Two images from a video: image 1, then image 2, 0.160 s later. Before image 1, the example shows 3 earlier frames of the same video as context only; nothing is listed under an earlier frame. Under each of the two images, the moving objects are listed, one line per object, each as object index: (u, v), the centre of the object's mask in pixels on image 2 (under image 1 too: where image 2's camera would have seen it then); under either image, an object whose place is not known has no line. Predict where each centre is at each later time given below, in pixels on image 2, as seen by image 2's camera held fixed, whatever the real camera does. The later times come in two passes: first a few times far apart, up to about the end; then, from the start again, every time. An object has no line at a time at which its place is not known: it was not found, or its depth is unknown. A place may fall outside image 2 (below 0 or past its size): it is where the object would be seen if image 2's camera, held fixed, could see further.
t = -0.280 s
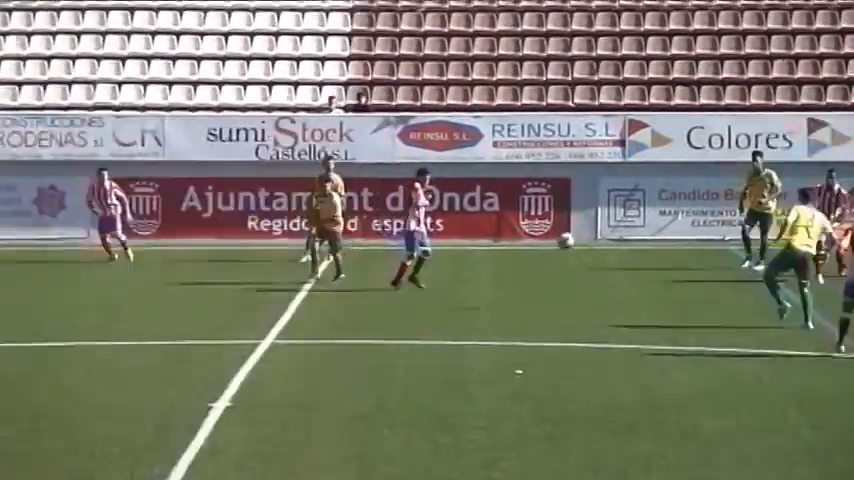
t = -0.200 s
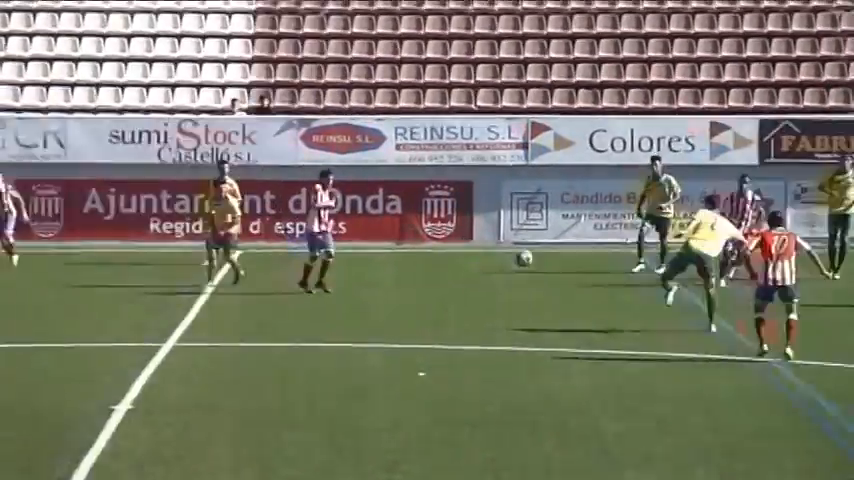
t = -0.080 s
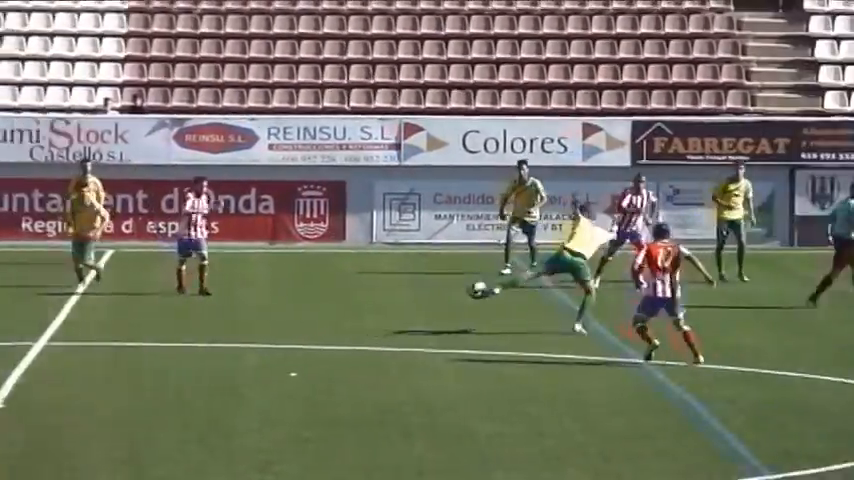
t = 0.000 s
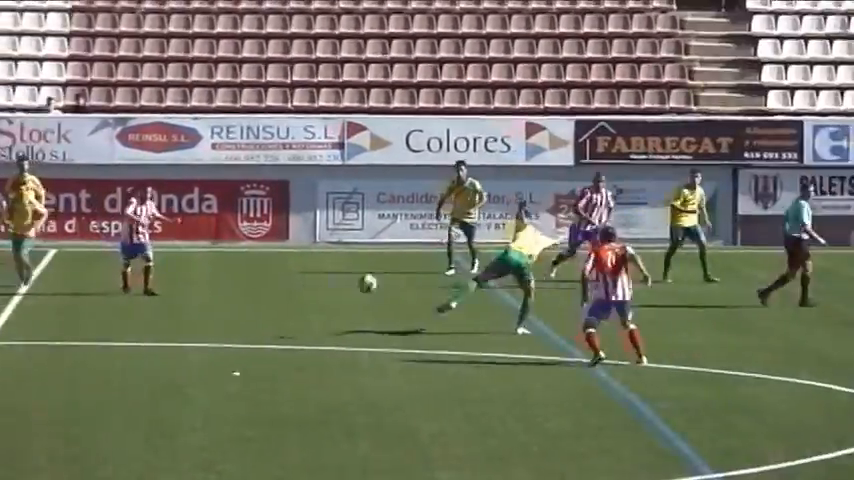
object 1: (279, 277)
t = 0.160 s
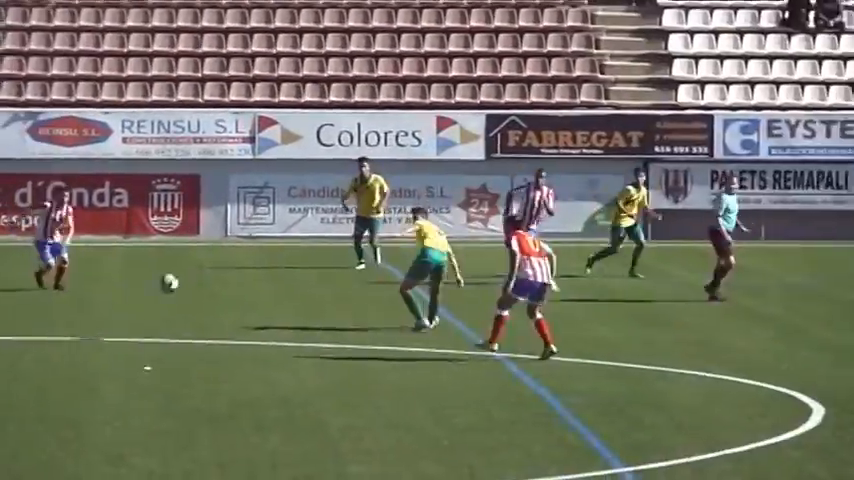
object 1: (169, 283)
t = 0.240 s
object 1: (115, 296)
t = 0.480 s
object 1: (-17, 329)
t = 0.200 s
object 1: (141, 288)
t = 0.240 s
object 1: (115, 296)
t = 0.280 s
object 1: (88, 306)
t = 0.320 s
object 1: (61, 316)
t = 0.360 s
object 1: (34, 329)
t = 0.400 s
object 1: (7, 343)
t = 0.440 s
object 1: (-5, 338)
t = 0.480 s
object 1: (-17, 329)
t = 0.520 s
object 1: (-28, 324)
